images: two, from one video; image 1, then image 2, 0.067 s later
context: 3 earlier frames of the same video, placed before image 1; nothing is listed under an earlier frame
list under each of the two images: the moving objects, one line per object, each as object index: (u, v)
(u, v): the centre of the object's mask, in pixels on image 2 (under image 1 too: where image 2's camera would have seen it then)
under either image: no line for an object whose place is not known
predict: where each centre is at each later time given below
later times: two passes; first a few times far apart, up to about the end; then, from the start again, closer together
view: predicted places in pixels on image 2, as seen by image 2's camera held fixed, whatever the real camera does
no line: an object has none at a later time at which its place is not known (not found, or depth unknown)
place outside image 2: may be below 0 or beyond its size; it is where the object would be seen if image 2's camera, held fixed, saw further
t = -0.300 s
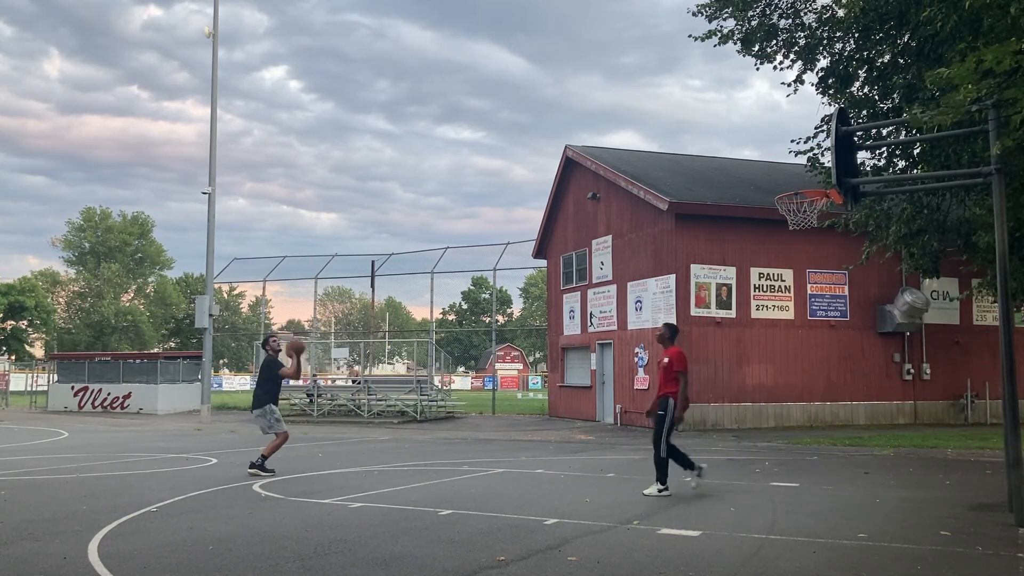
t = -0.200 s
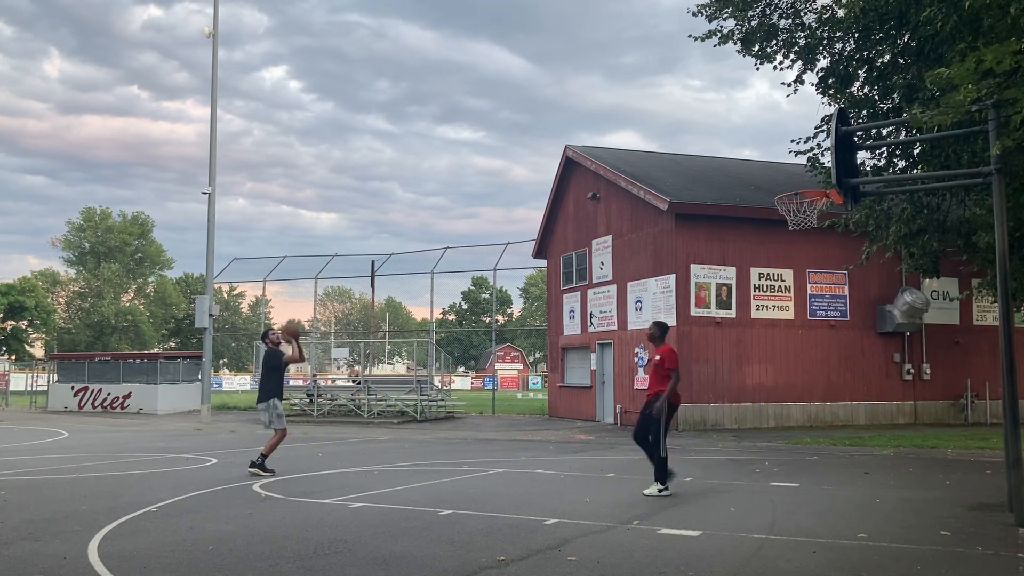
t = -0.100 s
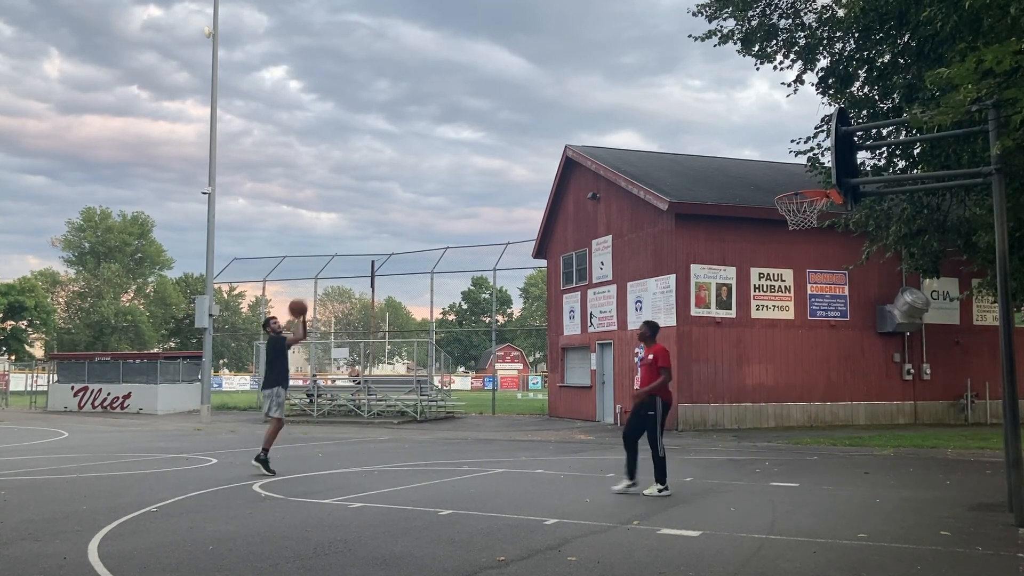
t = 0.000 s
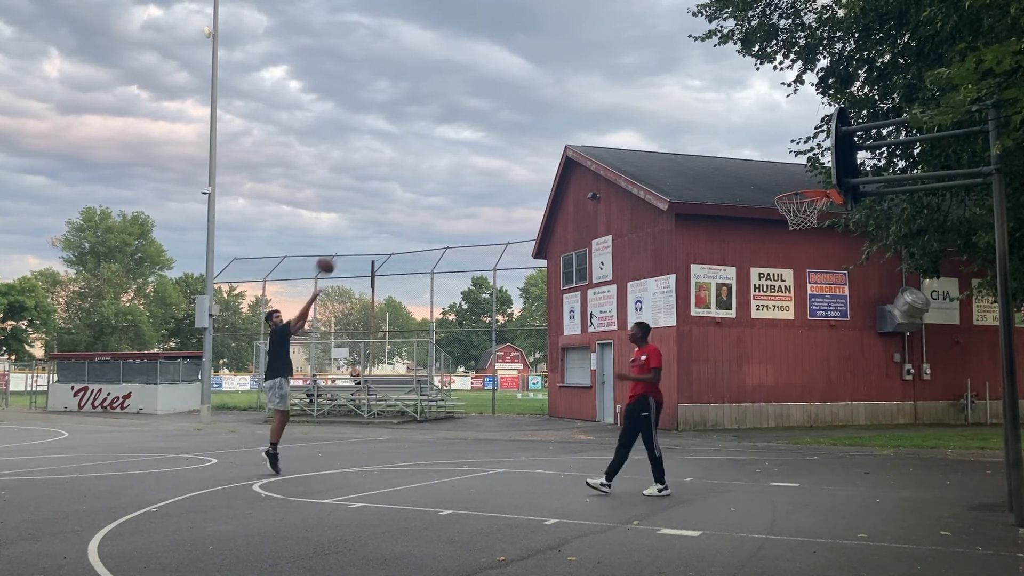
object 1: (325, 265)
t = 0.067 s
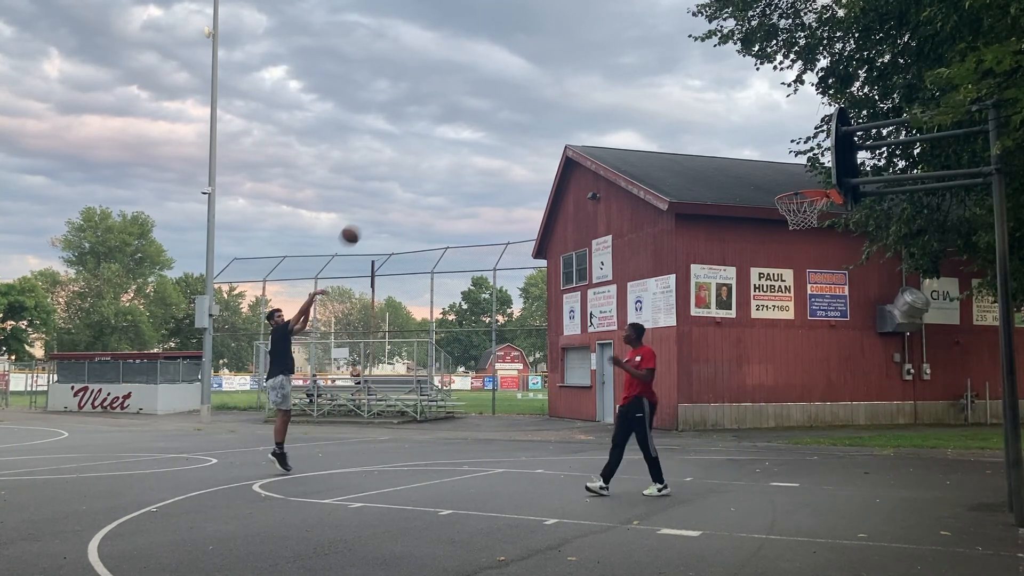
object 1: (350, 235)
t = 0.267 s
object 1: (425, 164)
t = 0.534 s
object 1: (532, 112)
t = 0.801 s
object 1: (650, 117)
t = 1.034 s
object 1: (769, 179)
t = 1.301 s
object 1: (810, 177)
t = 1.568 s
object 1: (762, 188)
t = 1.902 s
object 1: (725, 267)
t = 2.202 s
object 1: (695, 435)
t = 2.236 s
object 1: (692, 461)
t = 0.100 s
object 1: (362, 222)
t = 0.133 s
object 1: (374, 209)
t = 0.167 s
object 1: (388, 196)
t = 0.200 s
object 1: (400, 185)
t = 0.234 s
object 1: (413, 174)
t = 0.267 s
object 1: (425, 164)
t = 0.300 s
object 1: (438, 155)
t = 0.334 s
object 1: (451, 146)
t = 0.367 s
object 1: (464, 139)
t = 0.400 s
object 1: (478, 132)
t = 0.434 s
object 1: (491, 126)
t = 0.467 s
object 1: (505, 120)
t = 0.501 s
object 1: (518, 116)
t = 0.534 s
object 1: (532, 112)
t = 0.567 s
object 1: (546, 110)
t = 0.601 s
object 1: (560, 108)
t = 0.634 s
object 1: (575, 107)
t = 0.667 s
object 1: (589, 107)
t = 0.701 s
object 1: (604, 108)
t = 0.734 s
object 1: (619, 110)
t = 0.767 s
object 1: (634, 113)
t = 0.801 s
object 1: (650, 117)
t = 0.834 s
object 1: (666, 122)
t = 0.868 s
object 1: (682, 129)
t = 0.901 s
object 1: (699, 136)
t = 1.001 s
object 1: (750, 166)
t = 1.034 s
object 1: (769, 179)
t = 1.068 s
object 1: (784, 187)
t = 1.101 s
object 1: (795, 185)
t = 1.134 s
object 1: (806, 181)
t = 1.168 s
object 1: (816, 179)
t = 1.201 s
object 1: (823, 178)
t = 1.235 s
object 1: (824, 178)
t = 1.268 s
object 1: (819, 176)
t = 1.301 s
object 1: (810, 177)
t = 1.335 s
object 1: (801, 178)
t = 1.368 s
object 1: (793, 180)
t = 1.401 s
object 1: (784, 183)
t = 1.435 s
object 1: (777, 186)
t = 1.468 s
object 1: (773, 186)
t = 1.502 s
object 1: (770, 186)
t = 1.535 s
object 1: (767, 186)
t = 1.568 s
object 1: (762, 188)
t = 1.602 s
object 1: (759, 191)
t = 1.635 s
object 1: (755, 195)
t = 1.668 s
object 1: (750, 200)
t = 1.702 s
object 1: (746, 206)
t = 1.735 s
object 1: (742, 212)
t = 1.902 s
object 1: (725, 267)
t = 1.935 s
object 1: (721, 282)
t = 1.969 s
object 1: (720, 298)
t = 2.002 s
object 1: (714, 315)
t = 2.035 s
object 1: (712, 332)
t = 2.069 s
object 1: (707, 350)
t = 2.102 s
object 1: (704, 369)
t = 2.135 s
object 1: (701, 389)
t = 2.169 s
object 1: (698, 414)
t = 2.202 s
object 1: (695, 435)
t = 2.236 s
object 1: (692, 461)
